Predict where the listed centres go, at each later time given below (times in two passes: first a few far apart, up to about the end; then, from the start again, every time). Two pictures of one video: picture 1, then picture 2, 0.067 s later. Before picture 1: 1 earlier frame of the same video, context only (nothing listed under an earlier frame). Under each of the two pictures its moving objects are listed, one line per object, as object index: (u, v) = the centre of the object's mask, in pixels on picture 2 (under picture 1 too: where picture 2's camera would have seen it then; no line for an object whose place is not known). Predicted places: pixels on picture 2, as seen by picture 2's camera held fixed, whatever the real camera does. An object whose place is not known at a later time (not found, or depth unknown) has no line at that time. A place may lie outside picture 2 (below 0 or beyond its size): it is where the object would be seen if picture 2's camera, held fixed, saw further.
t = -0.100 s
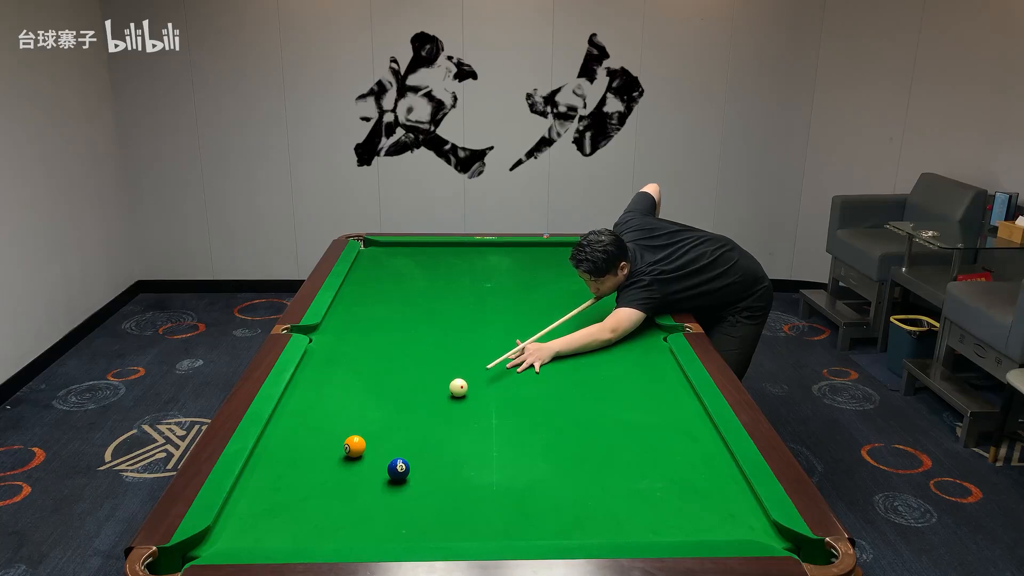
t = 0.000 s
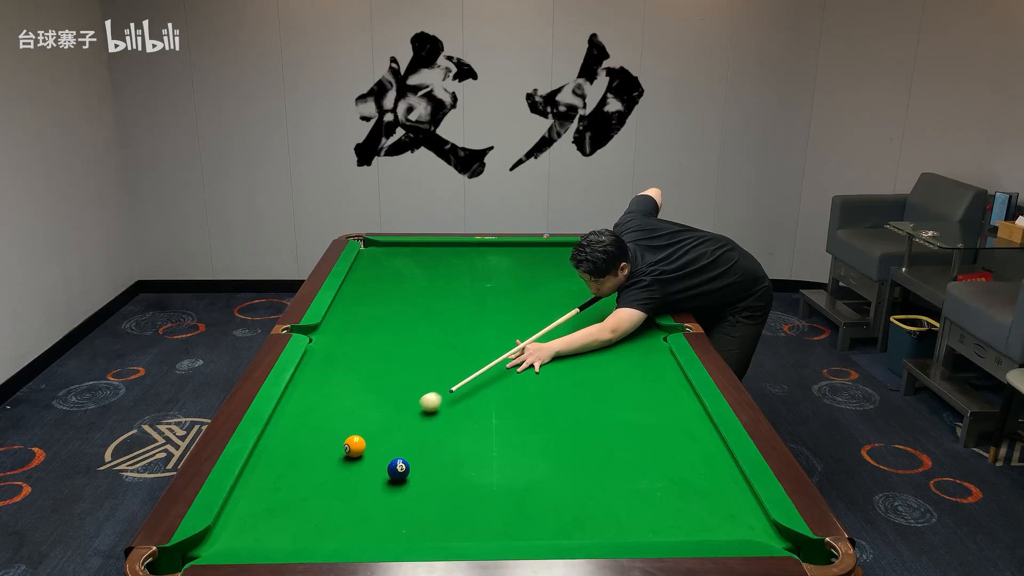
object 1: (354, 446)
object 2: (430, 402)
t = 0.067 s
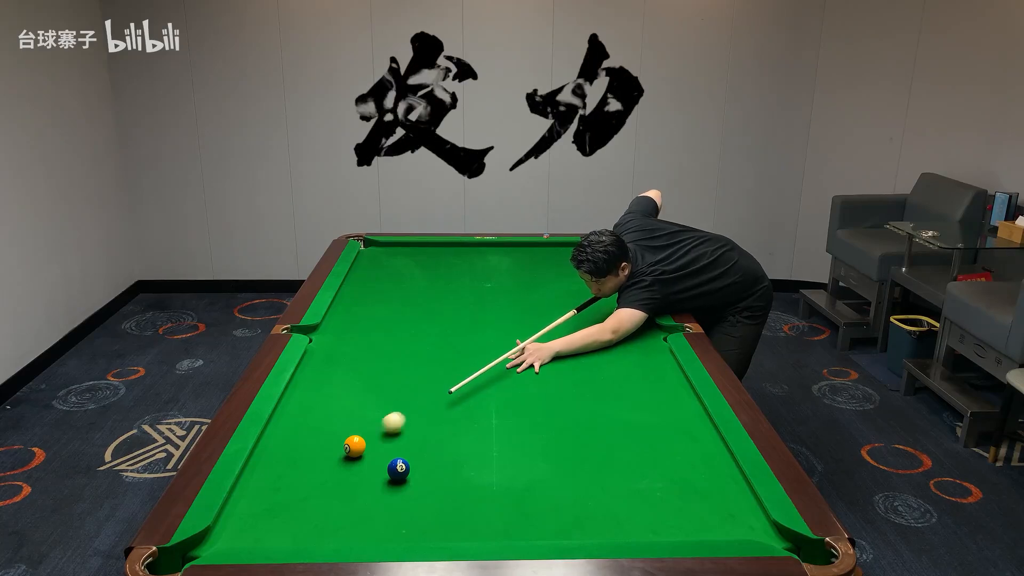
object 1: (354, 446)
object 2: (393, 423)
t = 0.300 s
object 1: (244, 519)
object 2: (341, 442)
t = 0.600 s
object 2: (269, 467)
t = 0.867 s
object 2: (270, 493)
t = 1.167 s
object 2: (302, 524)
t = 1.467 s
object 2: (342, 531)
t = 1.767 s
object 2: (385, 509)
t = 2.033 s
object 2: (418, 492)
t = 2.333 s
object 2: (450, 476)
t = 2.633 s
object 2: (476, 463)
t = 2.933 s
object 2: (500, 452)
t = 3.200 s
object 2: (516, 444)
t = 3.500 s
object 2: (532, 436)
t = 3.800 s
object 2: (544, 431)
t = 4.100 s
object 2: (554, 426)
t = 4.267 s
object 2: (558, 424)
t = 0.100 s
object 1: (354, 446)
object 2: (374, 434)
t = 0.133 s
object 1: (341, 455)
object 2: (365, 437)
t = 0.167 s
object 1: (322, 468)
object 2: (362, 437)
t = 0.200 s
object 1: (302, 480)
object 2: (358, 438)
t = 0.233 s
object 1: (283, 493)
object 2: (353, 439)
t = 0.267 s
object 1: (264, 506)
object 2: (347, 440)
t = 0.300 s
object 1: (244, 519)
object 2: (341, 442)
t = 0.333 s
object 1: (225, 532)
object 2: (333, 444)
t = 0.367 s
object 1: (205, 543)
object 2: (326, 447)
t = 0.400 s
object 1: (184, 557)
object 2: (318, 450)
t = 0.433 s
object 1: (167, 570)
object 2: (310, 453)
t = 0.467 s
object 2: (302, 456)
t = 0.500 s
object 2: (294, 458)
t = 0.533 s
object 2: (286, 461)
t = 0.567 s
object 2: (277, 464)
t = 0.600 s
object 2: (269, 467)
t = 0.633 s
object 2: (261, 470)
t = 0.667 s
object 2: (252, 473)
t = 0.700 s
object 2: (253, 476)
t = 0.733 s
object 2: (256, 480)
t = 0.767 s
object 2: (260, 483)
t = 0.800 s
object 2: (263, 486)
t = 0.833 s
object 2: (267, 489)
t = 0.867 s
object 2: (270, 493)
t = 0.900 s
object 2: (273, 496)
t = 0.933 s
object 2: (277, 500)
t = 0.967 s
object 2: (280, 503)
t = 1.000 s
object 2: (284, 507)
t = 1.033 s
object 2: (288, 510)
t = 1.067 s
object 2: (291, 513)
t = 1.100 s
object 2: (295, 517)
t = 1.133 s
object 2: (298, 521)
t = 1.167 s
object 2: (302, 524)
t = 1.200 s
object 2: (306, 528)
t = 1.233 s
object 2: (309, 531)
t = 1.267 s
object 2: (313, 533)
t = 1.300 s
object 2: (317, 536)
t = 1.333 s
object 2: (321, 537)
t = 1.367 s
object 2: (327, 536)
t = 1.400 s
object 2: (332, 534)
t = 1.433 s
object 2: (337, 532)
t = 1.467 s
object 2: (342, 531)
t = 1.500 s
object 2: (348, 528)
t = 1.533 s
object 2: (353, 525)
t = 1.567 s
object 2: (357, 523)
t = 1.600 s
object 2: (362, 520)
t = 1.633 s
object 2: (367, 518)
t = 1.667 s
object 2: (372, 516)
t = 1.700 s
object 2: (376, 513)
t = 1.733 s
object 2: (381, 511)
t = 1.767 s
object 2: (385, 509)
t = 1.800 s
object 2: (389, 506)
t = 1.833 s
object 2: (394, 504)
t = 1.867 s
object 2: (398, 502)
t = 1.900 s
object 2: (402, 500)
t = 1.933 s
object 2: (406, 498)
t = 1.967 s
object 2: (410, 496)
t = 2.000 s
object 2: (414, 494)
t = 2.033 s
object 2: (418, 492)
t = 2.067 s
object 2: (421, 490)
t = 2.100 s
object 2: (425, 488)
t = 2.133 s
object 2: (429, 486)
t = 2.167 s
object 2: (433, 484)
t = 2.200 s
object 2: (436, 483)
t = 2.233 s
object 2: (440, 481)
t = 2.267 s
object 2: (443, 479)
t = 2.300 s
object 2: (446, 478)
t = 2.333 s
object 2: (450, 476)
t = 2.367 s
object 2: (453, 474)
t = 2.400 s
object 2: (456, 473)
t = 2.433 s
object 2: (459, 471)
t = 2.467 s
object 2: (462, 470)
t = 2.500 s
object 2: (465, 468)
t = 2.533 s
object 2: (468, 467)
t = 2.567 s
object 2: (471, 465)
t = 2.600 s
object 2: (474, 464)
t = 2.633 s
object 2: (476, 463)
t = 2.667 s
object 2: (479, 461)
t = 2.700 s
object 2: (482, 460)
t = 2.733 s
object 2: (485, 459)
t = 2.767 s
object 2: (487, 458)
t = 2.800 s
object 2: (490, 456)
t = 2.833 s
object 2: (492, 455)
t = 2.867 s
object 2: (495, 454)
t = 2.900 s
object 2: (497, 453)
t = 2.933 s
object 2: (500, 452)
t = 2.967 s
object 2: (502, 451)
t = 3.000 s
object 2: (504, 450)
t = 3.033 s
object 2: (506, 449)
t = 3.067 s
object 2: (508, 448)
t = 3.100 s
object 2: (510, 447)
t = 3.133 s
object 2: (512, 445)
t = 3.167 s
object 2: (514, 444)
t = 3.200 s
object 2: (516, 444)
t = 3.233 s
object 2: (518, 443)
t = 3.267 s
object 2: (520, 442)
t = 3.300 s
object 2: (522, 441)
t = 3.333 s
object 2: (524, 440)
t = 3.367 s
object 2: (525, 440)
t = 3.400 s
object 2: (527, 439)
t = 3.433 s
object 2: (529, 438)
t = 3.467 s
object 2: (530, 437)
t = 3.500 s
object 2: (532, 436)
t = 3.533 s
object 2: (533, 436)
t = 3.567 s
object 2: (535, 435)
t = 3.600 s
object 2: (536, 434)
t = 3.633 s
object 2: (538, 434)
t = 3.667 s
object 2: (539, 433)
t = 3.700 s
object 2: (540, 432)
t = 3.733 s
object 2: (542, 431)
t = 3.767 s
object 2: (543, 431)
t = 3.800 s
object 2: (544, 431)
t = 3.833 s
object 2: (545, 430)
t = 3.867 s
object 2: (547, 430)
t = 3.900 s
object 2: (548, 429)
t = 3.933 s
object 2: (549, 428)
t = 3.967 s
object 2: (550, 428)
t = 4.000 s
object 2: (551, 427)
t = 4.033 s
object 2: (552, 427)
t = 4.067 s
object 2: (553, 426)
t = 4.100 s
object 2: (554, 426)
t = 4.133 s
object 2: (555, 425)
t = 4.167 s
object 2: (556, 425)
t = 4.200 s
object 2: (557, 425)
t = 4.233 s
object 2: (558, 424)
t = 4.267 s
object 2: (558, 424)
